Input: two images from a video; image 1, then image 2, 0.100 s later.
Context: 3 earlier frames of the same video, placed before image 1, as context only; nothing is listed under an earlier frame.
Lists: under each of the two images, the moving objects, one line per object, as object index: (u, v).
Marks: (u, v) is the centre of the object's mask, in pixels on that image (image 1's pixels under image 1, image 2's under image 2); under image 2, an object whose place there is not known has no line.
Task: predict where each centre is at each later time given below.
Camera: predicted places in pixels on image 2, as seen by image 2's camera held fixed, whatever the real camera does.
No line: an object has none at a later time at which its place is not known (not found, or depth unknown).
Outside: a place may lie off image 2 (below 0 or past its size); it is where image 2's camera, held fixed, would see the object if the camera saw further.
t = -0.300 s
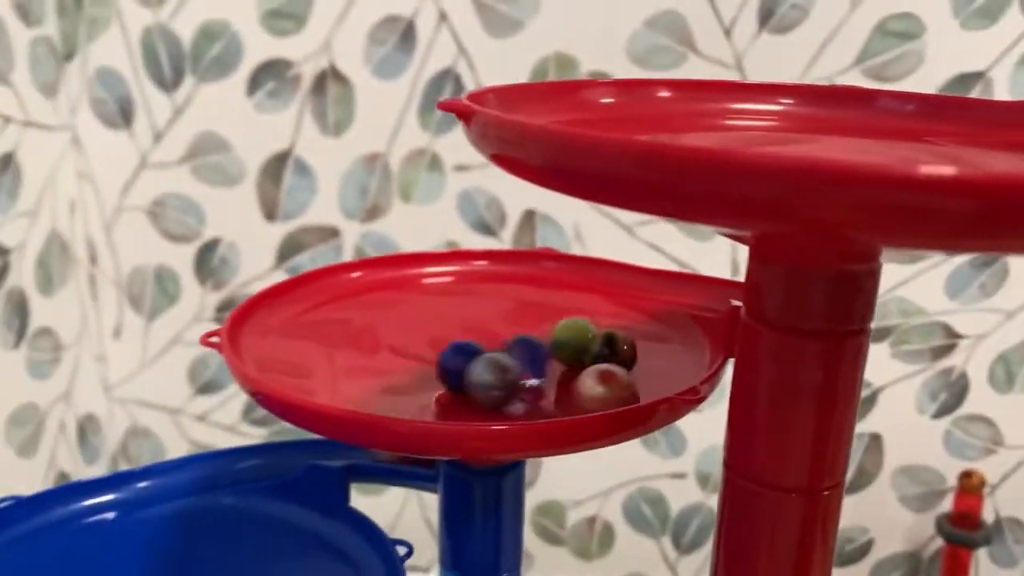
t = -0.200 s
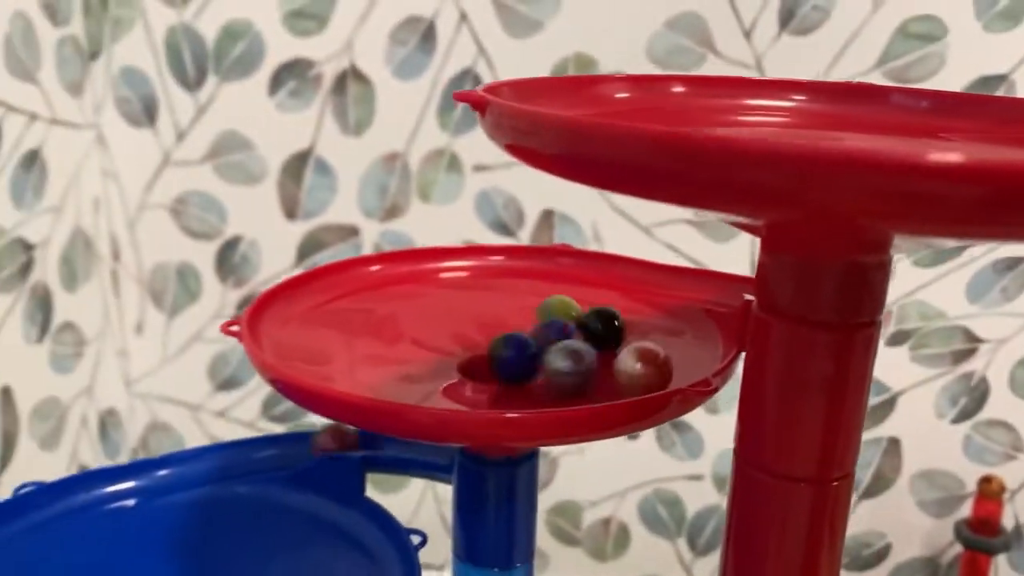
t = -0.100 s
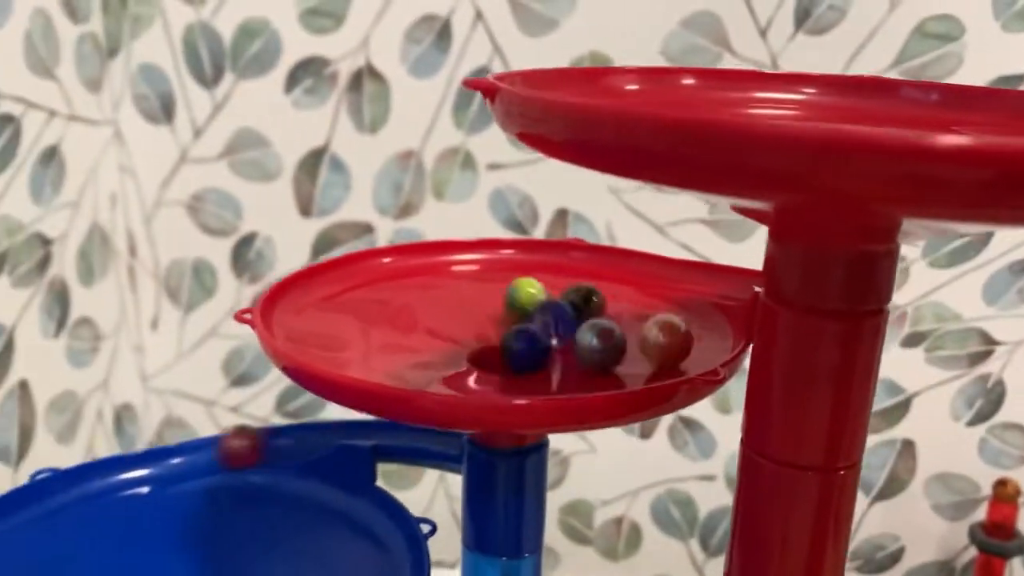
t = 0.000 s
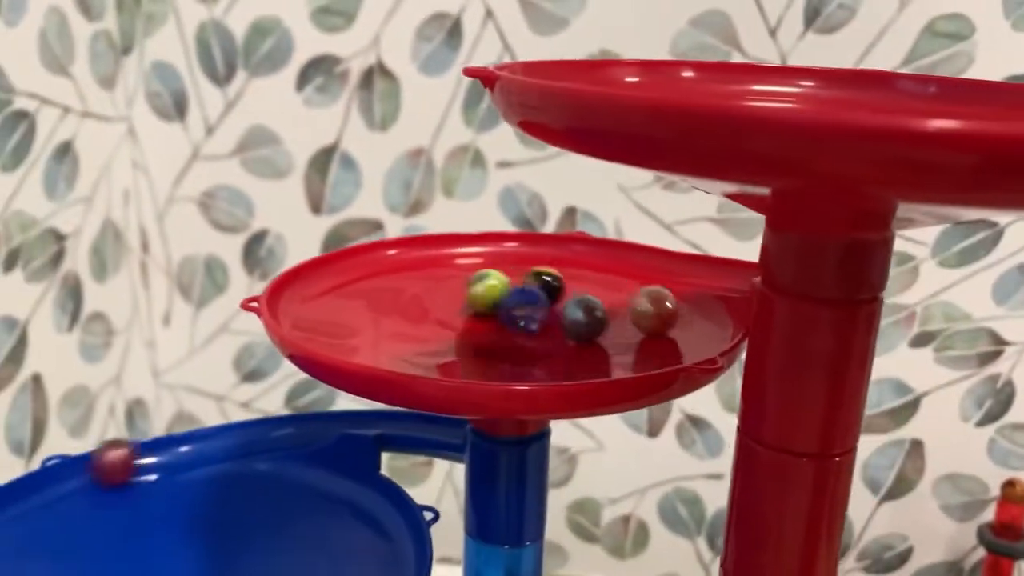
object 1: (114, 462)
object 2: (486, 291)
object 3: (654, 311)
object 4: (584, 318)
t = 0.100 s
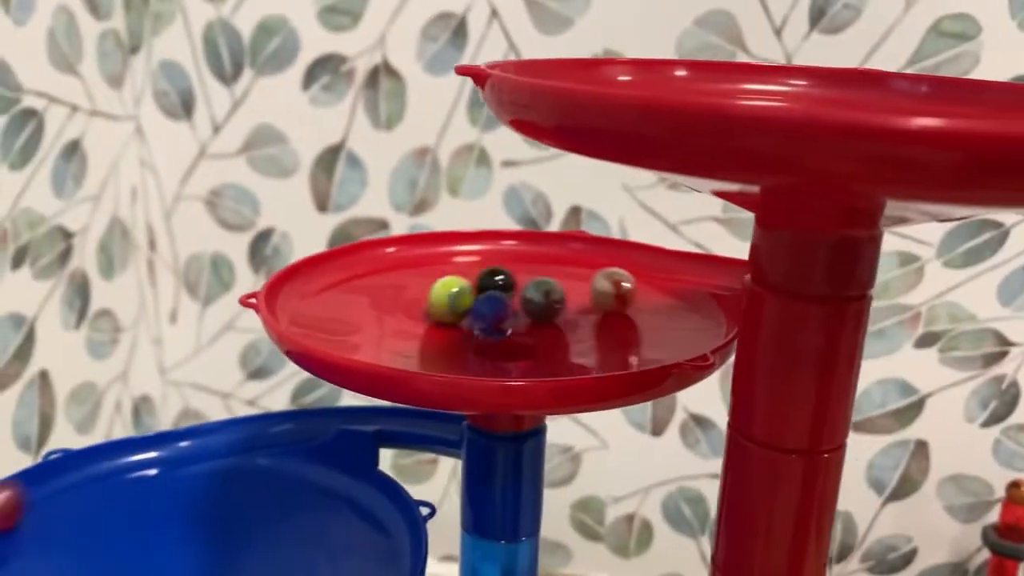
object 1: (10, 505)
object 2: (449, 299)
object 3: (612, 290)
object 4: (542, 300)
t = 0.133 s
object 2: (442, 305)
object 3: (596, 286)
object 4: (527, 295)
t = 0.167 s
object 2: (437, 312)
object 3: (578, 282)
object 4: (512, 293)
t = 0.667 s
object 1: (389, 532)
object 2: (607, 318)
